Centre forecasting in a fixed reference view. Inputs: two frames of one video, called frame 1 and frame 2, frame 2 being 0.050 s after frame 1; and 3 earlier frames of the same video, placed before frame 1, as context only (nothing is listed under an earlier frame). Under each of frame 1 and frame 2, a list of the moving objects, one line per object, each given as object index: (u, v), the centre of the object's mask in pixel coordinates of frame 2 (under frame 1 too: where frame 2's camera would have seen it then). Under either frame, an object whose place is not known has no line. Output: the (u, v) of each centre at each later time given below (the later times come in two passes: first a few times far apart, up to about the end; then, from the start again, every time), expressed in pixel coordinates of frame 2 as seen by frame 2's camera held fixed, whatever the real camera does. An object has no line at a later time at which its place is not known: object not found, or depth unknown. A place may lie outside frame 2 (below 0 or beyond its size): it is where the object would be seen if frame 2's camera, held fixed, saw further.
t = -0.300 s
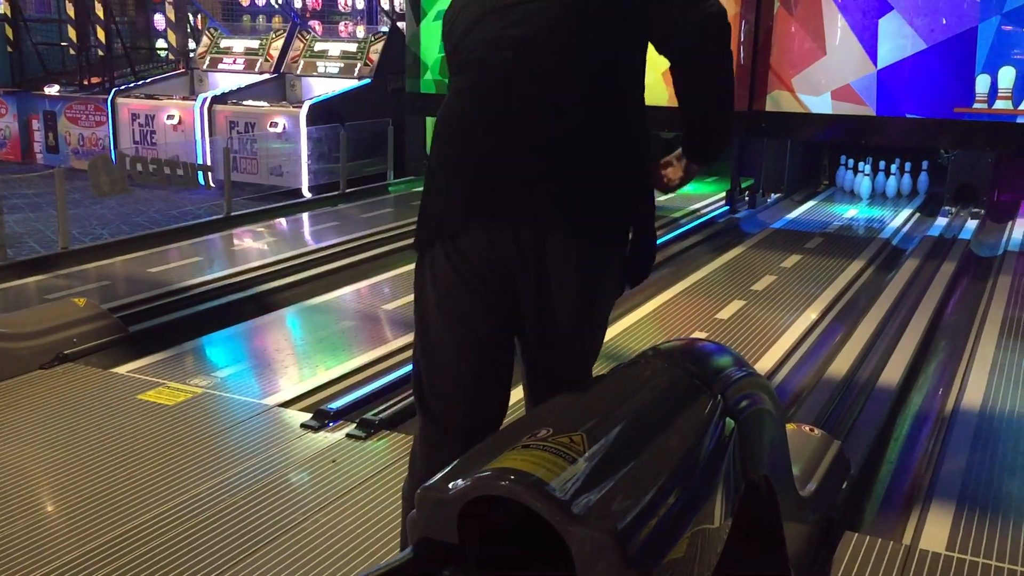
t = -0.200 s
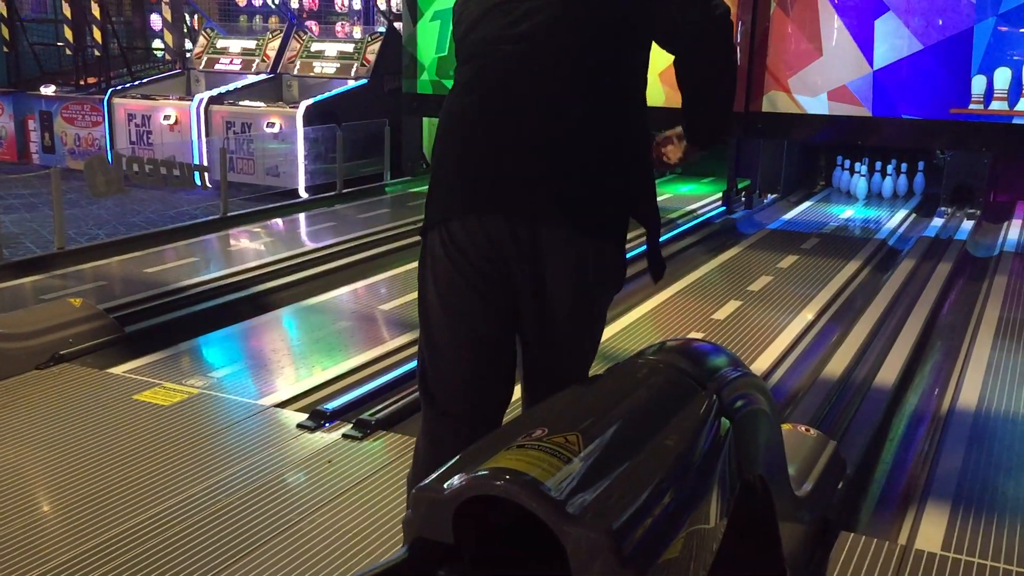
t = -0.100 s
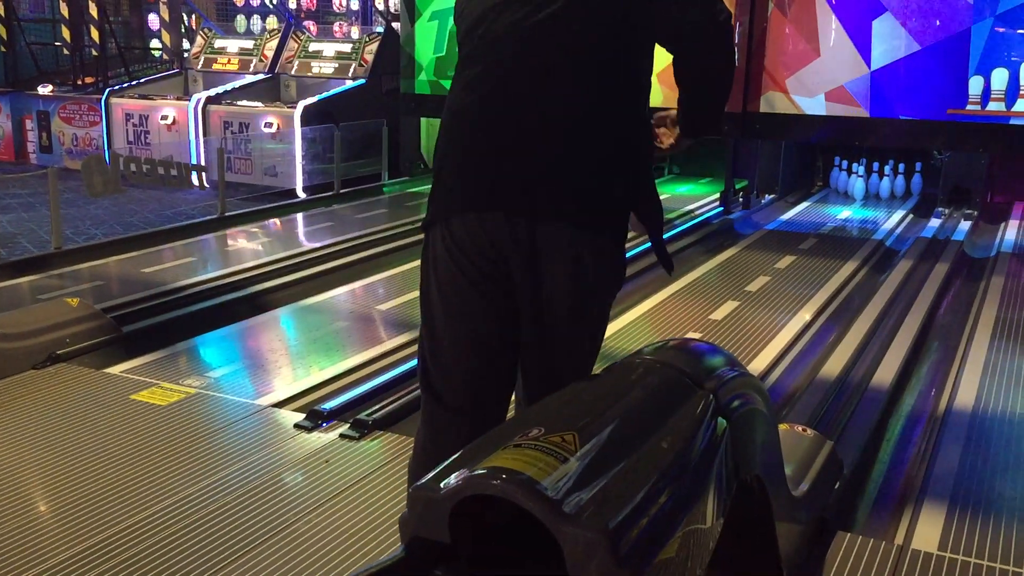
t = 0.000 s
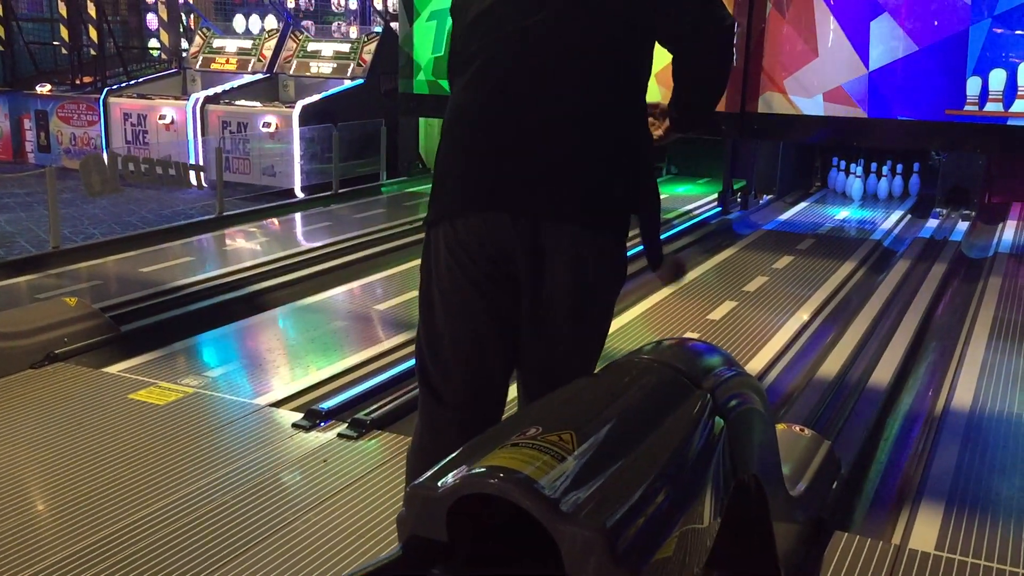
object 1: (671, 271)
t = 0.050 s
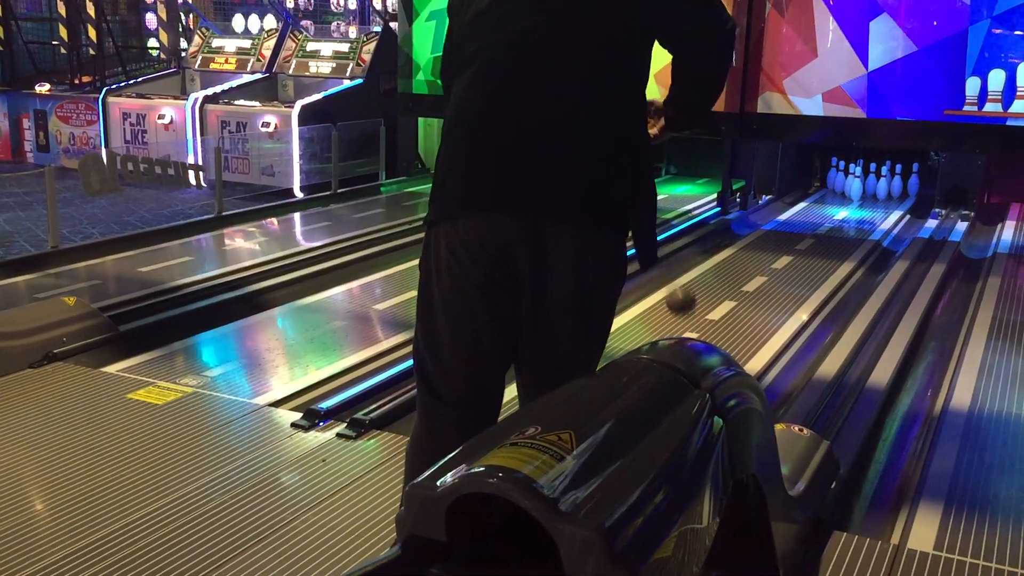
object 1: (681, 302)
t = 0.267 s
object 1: (730, 307)
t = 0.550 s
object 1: (772, 269)
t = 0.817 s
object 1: (800, 248)
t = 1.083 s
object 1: (825, 230)
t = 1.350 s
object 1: (846, 216)
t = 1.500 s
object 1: (857, 209)
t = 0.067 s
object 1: (685, 312)
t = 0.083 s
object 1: (688, 324)
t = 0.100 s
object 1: (693, 329)
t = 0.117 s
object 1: (698, 327)
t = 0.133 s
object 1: (703, 328)
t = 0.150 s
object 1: (705, 323)
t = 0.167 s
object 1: (710, 322)
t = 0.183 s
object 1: (713, 319)
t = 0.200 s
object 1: (716, 316)
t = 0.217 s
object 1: (720, 315)
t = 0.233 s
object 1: (723, 312)
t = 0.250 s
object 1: (727, 309)
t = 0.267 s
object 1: (730, 307)
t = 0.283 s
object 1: (734, 304)
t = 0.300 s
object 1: (737, 301)
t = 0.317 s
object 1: (739, 299)
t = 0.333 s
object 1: (742, 296)
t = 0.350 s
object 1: (744, 294)
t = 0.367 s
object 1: (745, 289)
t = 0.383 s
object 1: (749, 288)
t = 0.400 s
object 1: (751, 285)
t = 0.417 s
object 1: (753, 283)
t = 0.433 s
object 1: (756, 281)
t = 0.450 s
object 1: (758, 278)
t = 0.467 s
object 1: (761, 277)
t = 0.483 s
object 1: (763, 276)
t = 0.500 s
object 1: (765, 274)
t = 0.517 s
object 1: (767, 272)
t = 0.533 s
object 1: (769, 270)
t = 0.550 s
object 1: (772, 269)
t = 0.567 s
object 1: (774, 267)
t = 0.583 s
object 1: (775, 266)
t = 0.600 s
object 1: (778, 265)
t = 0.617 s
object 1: (779, 263)
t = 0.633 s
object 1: (781, 262)
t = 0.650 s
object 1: (783, 260)
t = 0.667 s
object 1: (786, 259)
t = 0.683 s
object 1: (787, 258)
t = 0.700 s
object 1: (788, 257)
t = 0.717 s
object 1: (790, 255)
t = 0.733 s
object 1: (792, 254)
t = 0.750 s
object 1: (794, 253)
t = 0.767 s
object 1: (795, 251)
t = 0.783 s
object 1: (797, 250)
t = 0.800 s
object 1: (799, 249)
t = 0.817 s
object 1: (800, 248)
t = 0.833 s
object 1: (803, 247)
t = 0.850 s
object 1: (804, 246)
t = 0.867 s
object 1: (805, 245)
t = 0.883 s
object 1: (807, 244)
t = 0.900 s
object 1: (809, 242)
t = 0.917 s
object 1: (811, 241)
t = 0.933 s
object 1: (813, 240)
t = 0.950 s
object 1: (814, 240)
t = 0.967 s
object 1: (815, 238)
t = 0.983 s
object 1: (816, 237)
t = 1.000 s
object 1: (818, 236)
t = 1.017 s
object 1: (820, 235)
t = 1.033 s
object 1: (821, 234)
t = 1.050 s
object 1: (822, 233)
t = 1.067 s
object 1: (823, 232)
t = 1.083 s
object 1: (825, 230)
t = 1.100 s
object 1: (826, 230)
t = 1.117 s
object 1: (828, 228)
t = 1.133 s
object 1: (829, 228)
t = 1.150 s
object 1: (831, 226)
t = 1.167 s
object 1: (832, 226)
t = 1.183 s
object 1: (833, 225)
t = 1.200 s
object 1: (834, 225)
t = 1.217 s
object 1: (836, 224)
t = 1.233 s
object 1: (837, 223)
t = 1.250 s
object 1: (839, 221)
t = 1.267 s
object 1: (840, 221)
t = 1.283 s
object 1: (842, 219)
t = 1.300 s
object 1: (843, 219)
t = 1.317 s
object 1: (844, 218)
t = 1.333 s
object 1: (845, 217)
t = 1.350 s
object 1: (846, 216)
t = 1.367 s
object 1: (847, 216)
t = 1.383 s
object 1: (849, 215)
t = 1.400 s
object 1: (850, 215)
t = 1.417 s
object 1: (852, 213)
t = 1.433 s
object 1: (853, 212)
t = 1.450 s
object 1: (854, 211)
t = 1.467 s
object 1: (855, 210)
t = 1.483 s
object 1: (857, 209)
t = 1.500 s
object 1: (857, 209)
